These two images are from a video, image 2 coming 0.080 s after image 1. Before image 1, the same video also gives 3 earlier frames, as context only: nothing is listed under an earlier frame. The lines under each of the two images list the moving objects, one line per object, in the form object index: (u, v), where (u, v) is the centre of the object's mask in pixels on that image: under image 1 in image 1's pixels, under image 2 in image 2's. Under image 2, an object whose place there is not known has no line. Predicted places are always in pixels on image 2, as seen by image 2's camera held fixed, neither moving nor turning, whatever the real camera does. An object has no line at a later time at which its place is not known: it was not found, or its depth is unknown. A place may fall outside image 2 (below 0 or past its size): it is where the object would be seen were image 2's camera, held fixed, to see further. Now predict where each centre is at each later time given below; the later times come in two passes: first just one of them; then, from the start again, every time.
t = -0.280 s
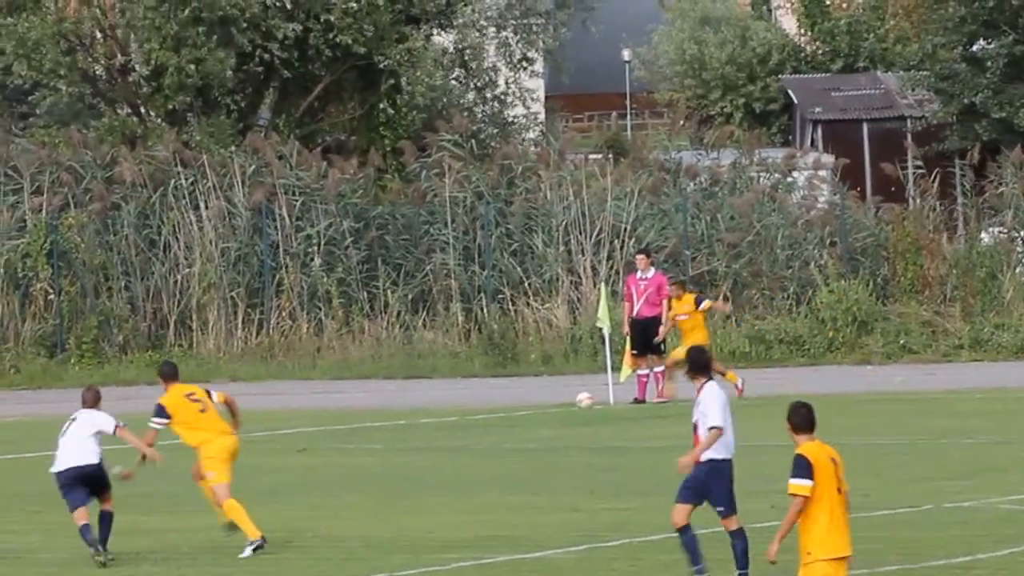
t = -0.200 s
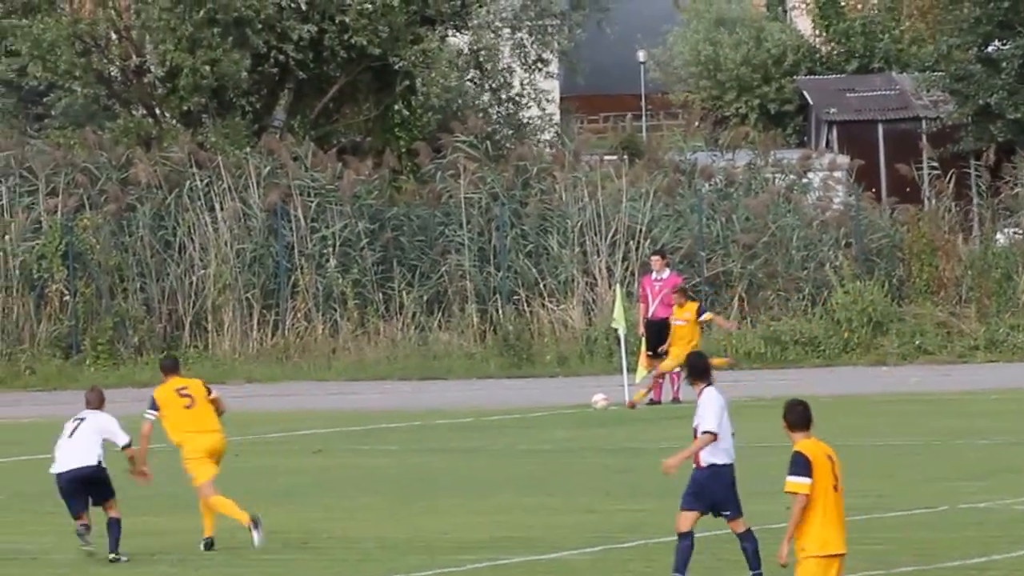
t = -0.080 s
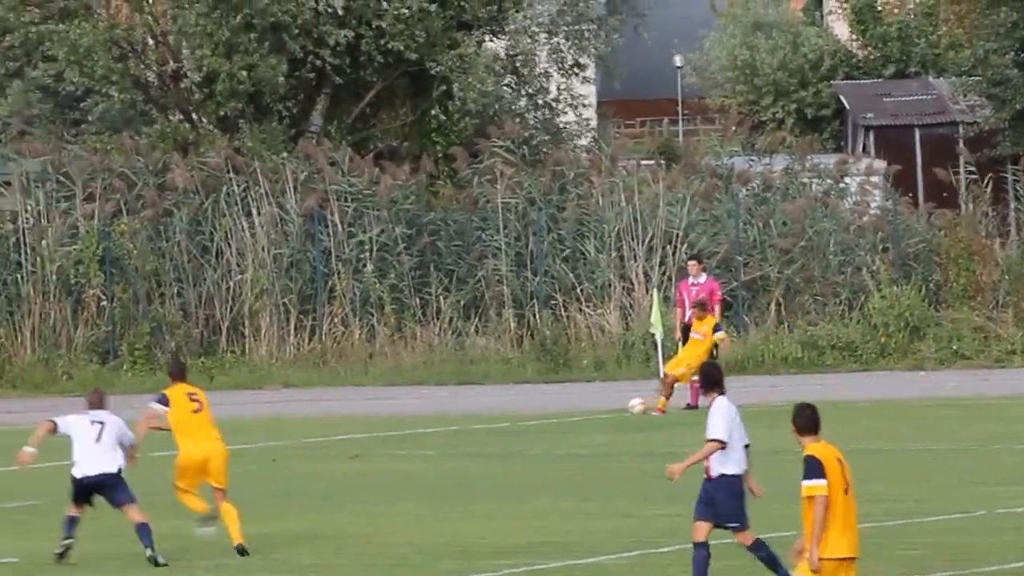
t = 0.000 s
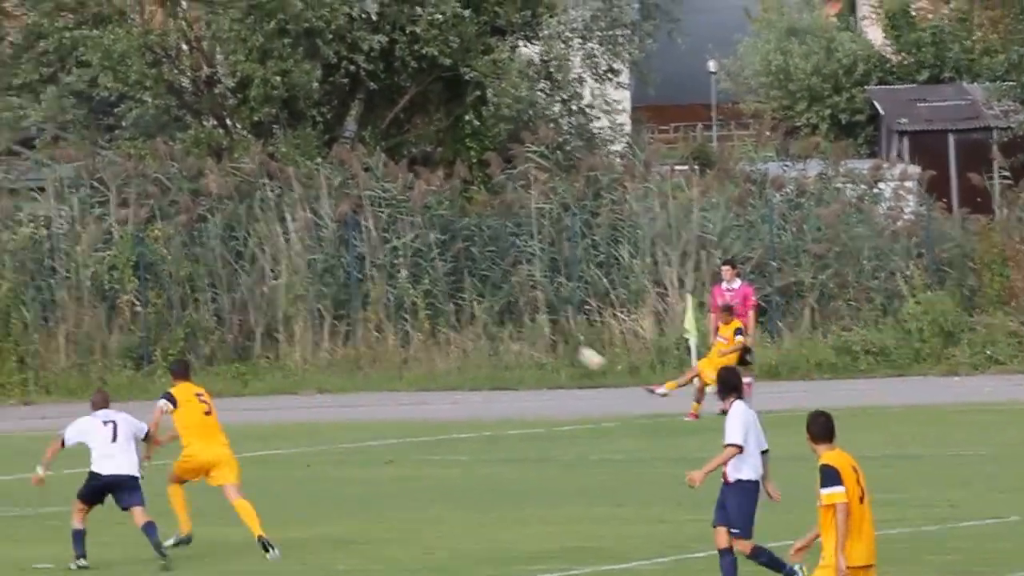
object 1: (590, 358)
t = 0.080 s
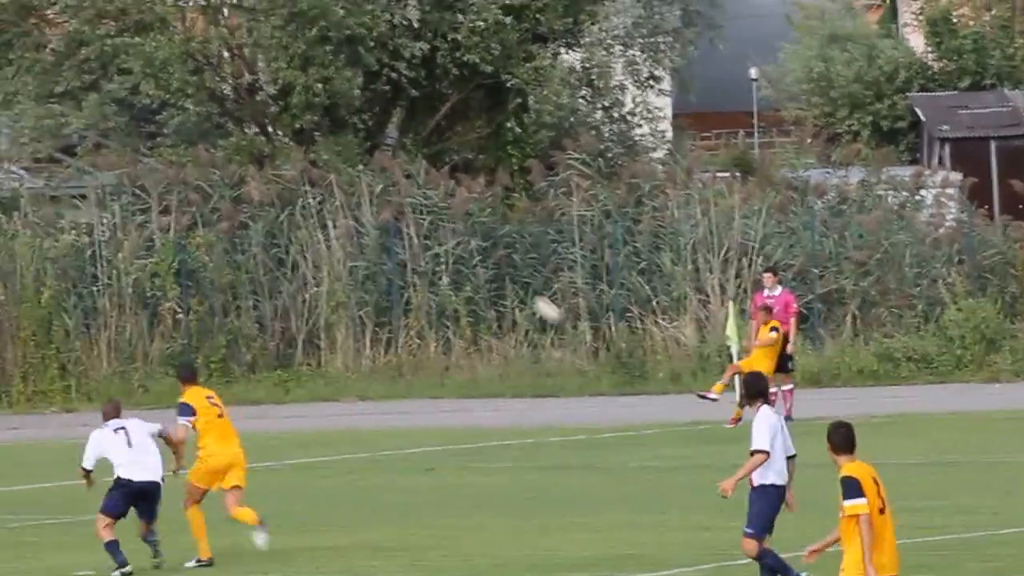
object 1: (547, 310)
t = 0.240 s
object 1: (388, 209)
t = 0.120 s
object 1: (506, 282)
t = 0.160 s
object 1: (466, 257)
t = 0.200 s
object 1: (426, 232)
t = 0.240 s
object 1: (388, 209)
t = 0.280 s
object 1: (349, 186)
